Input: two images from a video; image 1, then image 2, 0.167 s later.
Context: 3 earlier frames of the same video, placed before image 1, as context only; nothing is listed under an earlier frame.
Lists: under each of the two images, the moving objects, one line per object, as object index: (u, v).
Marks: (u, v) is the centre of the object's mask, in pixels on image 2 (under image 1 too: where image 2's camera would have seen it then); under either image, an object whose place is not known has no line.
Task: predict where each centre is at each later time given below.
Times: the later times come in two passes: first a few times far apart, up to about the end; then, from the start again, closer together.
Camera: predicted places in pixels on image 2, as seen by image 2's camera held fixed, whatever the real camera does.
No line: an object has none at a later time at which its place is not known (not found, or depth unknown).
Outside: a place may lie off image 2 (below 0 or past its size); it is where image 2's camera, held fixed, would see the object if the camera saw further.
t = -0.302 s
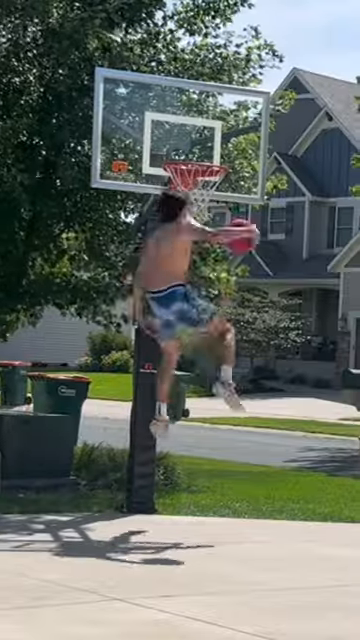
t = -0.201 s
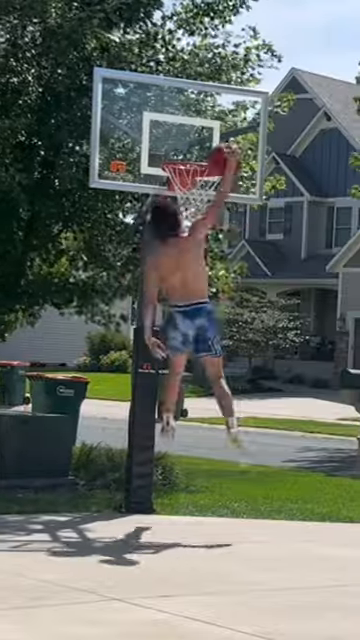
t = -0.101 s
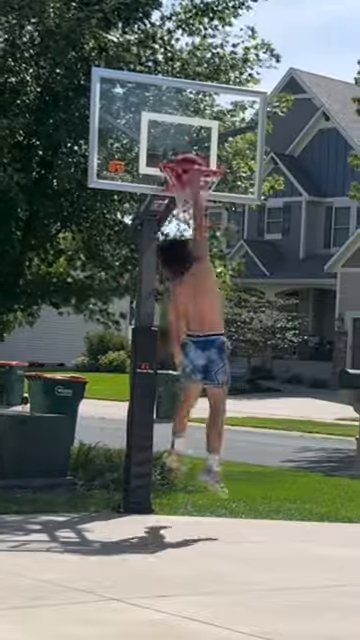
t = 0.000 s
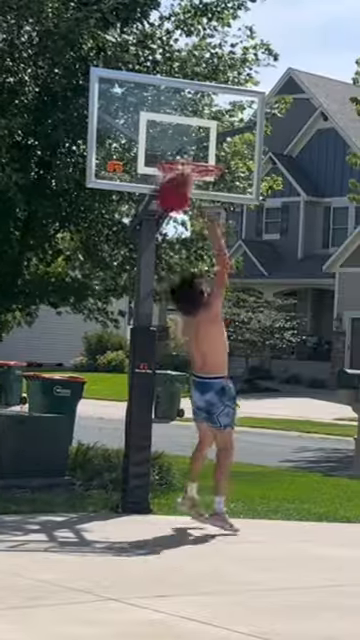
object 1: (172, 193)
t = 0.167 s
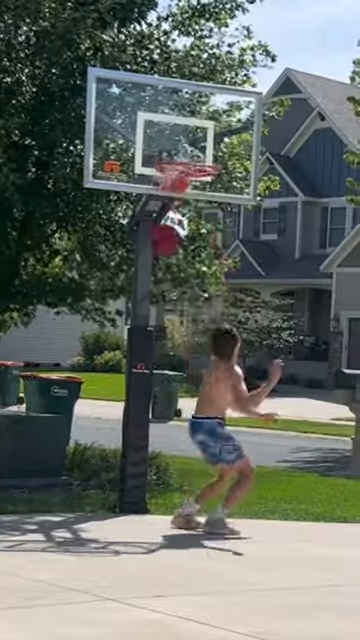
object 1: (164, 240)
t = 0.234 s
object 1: (163, 268)
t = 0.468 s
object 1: (154, 405)
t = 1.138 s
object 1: (217, 330)
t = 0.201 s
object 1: (164, 254)
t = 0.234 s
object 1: (163, 268)
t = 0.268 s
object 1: (161, 284)
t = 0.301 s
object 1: (161, 299)
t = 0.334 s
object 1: (159, 318)
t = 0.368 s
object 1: (158, 340)
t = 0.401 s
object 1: (157, 359)
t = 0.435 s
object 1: (156, 380)
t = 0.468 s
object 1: (154, 405)
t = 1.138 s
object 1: (217, 330)
